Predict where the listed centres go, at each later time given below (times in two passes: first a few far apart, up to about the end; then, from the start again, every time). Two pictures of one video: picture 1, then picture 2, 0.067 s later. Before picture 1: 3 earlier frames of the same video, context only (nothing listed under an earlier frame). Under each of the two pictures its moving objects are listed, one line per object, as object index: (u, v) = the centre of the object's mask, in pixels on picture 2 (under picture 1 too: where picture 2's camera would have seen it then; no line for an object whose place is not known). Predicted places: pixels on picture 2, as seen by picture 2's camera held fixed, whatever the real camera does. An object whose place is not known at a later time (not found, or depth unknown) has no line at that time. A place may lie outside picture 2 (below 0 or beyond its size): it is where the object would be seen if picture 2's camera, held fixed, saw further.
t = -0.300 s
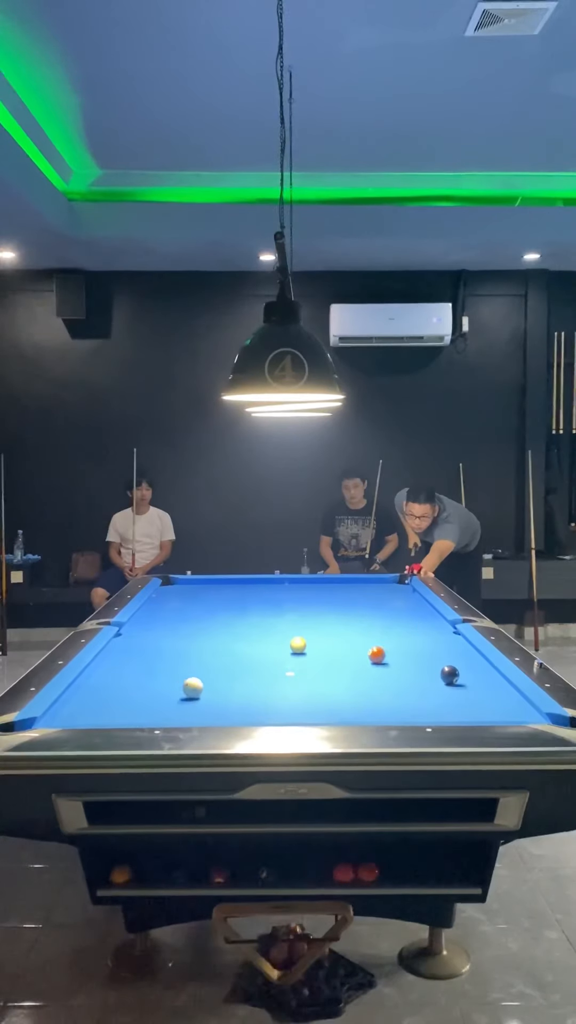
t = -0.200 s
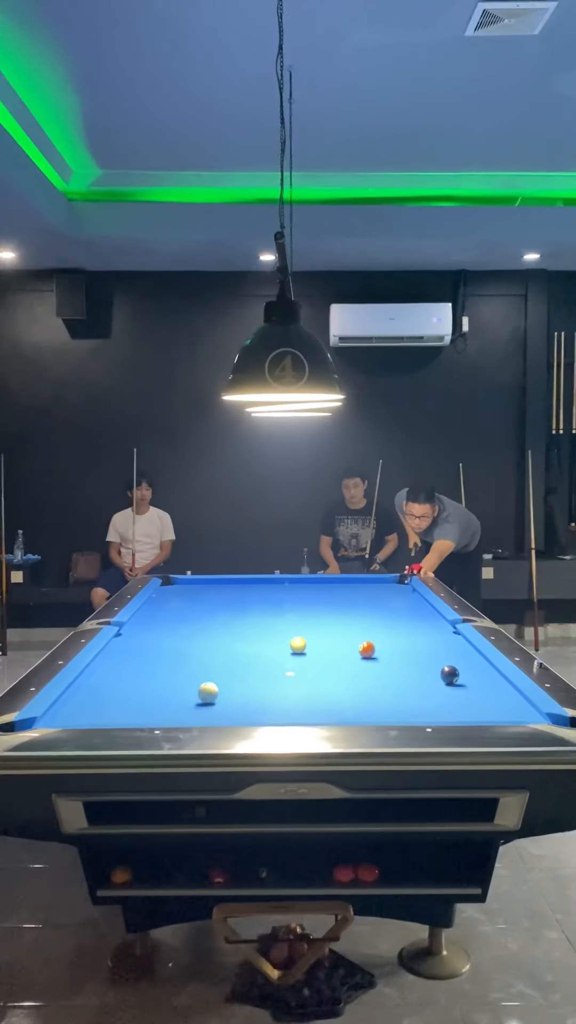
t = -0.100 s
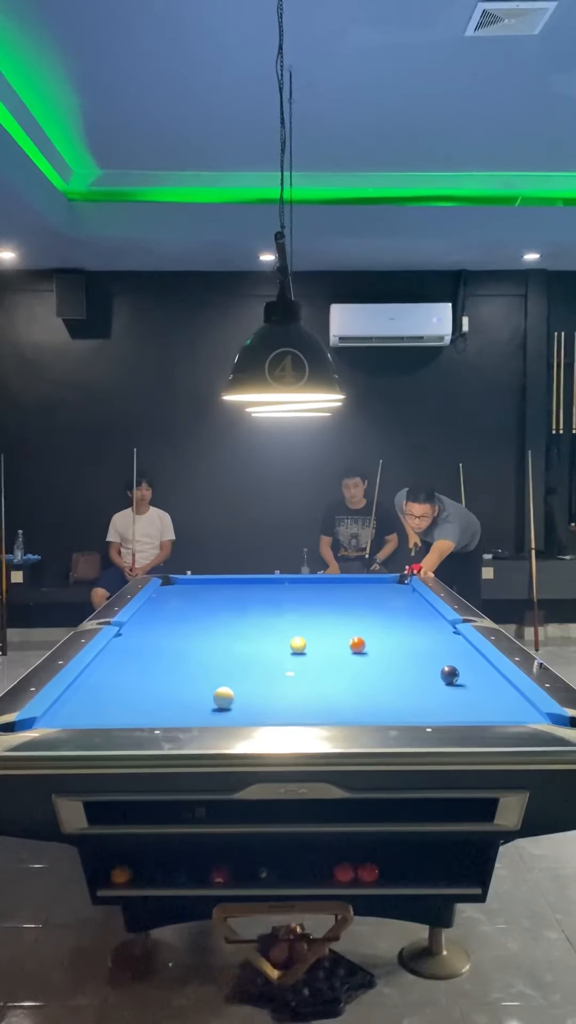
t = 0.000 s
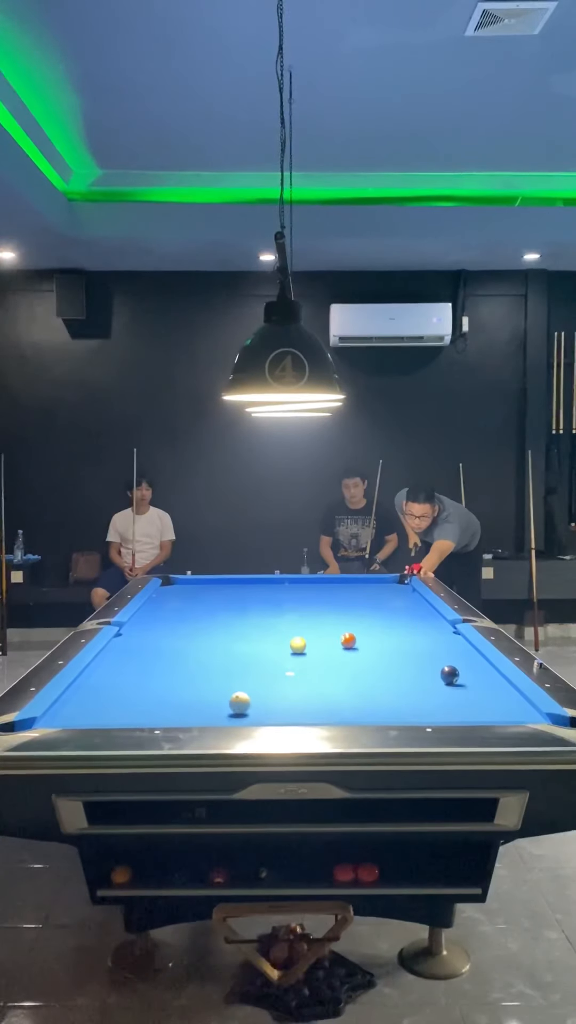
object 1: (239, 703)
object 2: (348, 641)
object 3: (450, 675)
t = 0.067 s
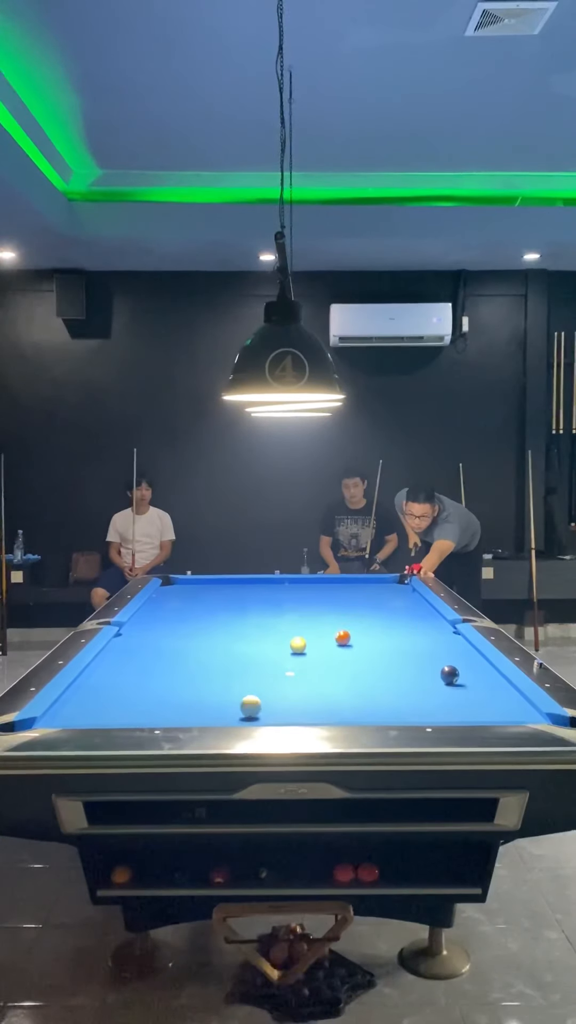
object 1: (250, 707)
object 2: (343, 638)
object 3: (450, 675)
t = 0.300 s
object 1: (291, 715)
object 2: (324, 628)
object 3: (450, 675)
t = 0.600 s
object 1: (341, 714)
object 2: (305, 618)
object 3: (450, 675)
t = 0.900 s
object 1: (385, 708)
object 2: (288, 610)
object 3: (450, 675)
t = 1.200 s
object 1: (424, 700)
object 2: (274, 603)
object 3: (450, 674)
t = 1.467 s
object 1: (454, 694)
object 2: (263, 597)
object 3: (450, 674)
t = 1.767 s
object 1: (485, 688)
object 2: (252, 591)
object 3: (450, 675)
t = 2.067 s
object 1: (494, 683)
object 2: (243, 586)
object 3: (450, 675)
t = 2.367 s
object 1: (474, 679)
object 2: (235, 582)
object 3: (450, 675)
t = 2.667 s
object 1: (465, 678)
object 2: (228, 581)
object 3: (444, 674)
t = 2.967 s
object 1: (464, 678)
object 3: (437, 673)
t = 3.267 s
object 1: (464, 678)
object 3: (433, 672)
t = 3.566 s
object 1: (465, 678)
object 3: (431, 672)
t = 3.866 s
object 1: (464, 678)
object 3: (431, 672)
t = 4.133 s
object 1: (464, 678)
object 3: (431, 671)
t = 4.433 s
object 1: (464, 678)
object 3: (431, 672)
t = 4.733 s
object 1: (464, 678)
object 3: (431, 672)
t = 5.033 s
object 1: (464, 678)
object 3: (431, 671)
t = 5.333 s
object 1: (464, 678)
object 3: (431, 671)
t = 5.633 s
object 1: (464, 678)
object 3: (431, 671)
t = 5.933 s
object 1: (464, 678)
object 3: (431, 671)
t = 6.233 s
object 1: (464, 678)
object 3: (431, 671)
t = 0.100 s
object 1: (256, 708)
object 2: (340, 636)
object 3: (450, 675)
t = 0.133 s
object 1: (262, 710)
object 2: (337, 635)
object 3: (450, 675)
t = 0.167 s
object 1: (268, 711)
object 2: (334, 634)
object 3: (450, 675)
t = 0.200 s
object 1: (273, 712)
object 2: (332, 632)
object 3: (450, 675)
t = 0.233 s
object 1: (279, 713)
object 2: (329, 631)
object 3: (450, 675)
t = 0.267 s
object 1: (285, 714)
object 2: (327, 630)
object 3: (450, 675)
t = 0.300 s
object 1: (291, 715)
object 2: (324, 628)
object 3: (450, 675)
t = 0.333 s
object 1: (297, 716)
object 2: (322, 627)
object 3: (450, 675)
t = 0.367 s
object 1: (303, 717)
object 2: (320, 626)
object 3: (450, 675)
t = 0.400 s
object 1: (309, 717)
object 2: (318, 625)
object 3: (450, 675)
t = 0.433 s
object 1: (314, 716)
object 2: (315, 624)
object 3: (450, 675)
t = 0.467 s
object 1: (320, 716)
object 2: (313, 623)
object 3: (450, 675)
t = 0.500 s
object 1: (325, 715)
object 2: (311, 622)
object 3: (450, 675)
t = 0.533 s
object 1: (331, 715)
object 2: (309, 621)
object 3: (450, 675)
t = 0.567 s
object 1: (336, 714)
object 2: (307, 619)
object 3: (450, 675)
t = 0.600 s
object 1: (341, 714)
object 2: (305, 618)
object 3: (450, 675)
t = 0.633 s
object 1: (346, 713)
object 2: (303, 618)
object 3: (450, 675)
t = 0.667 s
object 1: (351, 712)
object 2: (301, 616)
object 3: (450, 675)
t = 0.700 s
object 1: (356, 712)
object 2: (299, 616)
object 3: (449, 675)
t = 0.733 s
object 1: (361, 712)
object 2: (297, 614)
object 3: (449, 675)
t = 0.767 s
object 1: (366, 711)
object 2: (295, 614)
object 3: (449, 675)
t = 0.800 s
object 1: (371, 710)
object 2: (293, 613)
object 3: (450, 675)
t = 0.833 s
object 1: (376, 710)
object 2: (291, 612)
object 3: (450, 675)
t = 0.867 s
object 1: (380, 709)
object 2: (289, 611)
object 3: (450, 675)
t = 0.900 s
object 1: (385, 708)
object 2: (288, 610)
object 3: (450, 675)
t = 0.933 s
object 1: (389, 707)
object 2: (286, 609)
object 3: (450, 675)
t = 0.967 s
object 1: (394, 706)
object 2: (284, 608)
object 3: (450, 675)
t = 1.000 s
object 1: (398, 705)
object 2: (283, 607)
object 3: (450, 675)
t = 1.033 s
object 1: (402, 704)
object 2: (281, 607)
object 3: (450, 675)
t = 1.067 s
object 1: (407, 703)
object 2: (280, 606)
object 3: (450, 675)
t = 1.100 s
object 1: (411, 702)
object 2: (278, 605)
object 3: (450, 674)
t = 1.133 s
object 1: (415, 702)
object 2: (277, 604)
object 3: (450, 675)
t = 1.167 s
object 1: (419, 701)
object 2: (275, 603)
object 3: (450, 675)
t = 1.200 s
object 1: (424, 700)
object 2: (274, 603)
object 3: (450, 674)
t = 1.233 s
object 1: (428, 699)
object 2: (272, 602)
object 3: (450, 675)
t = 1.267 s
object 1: (432, 698)
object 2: (271, 601)
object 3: (450, 675)
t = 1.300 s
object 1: (436, 698)
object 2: (270, 600)
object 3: (450, 675)
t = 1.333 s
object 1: (439, 697)
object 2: (268, 600)
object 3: (450, 675)
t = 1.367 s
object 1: (443, 696)
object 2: (267, 599)
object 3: (450, 675)
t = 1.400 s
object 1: (447, 695)
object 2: (265, 598)
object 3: (450, 675)
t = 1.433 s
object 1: (451, 694)
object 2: (264, 598)
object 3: (450, 674)
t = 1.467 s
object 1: (454, 694)
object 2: (263, 597)
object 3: (450, 674)
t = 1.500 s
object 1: (458, 693)
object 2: (262, 596)
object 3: (449, 675)
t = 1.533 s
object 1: (462, 693)
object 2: (260, 596)
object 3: (450, 675)
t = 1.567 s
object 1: (465, 692)
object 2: (259, 595)
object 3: (450, 676)
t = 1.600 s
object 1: (469, 691)
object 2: (258, 594)
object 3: (450, 675)
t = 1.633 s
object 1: (472, 691)
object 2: (256, 594)
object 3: (450, 675)
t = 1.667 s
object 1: (476, 690)
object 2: (255, 593)
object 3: (450, 675)
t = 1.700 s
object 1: (479, 689)
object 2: (254, 592)
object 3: (450, 675)
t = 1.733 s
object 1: (482, 689)
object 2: (253, 592)
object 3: (450, 675)
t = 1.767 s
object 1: (485, 688)
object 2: (252, 591)
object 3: (450, 675)
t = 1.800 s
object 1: (489, 688)
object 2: (251, 591)
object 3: (450, 675)
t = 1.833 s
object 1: (492, 687)
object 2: (250, 590)
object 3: (450, 675)
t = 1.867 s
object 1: (495, 686)
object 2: (249, 589)
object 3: (449, 675)
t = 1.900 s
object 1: (498, 685)
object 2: (248, 589)
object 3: (450, 674)
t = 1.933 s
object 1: (501, 685)
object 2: (246, 588)
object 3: (450, 675)
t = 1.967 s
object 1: (502, 684)
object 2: (245, 588)
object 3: (450, 675)
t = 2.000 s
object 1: (499, 683)
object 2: (245, 587)
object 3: (449, 675)
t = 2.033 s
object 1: (496, 683)
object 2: (244, 587)
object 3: (450, 675)
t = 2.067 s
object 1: (494, 683)
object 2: (243, 586)
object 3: (450, 675)
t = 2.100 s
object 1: (491, 682)
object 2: (242, 586)
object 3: (450, 675)
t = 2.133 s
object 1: (489, 682)
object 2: (241, 585)
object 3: (450, 675)
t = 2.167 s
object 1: (487, 682)
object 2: (240, 585)
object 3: (450, 675)
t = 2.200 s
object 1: (484, 681)
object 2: (239, 584)
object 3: (450, 675)
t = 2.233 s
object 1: (483, 681)
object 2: (238, 583)
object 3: (450, 675)
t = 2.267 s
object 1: (480, 680)
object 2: (237, 583)
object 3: (450, 675)
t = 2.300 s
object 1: (478, 680)
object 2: (236, 583)
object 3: (450, 674)
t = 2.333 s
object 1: (476, 679)
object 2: (236, 582)
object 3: (450, 675)
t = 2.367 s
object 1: (474, 679)
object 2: (235, 582)
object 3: (450, 675)
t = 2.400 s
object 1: (472, 679)
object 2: (234, 581)
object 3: (450, 675)
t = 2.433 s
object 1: (469, 678)
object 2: (233, 581)
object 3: (449, 675)
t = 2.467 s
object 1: (467, 678)
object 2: (232, 581)
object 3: (449, 675)
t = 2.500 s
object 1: (466, 678)
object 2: (231, 580)
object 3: (449, 675)
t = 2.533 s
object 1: (466, 678)
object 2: (230, 581)
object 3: (448, 675)
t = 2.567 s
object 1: (465, 678)
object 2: (230, 581)
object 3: (447, 674)
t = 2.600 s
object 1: (465, 678)
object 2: (229, 581)
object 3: (446, 674)
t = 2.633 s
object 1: (465, 678)
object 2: (229, 581)
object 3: (445, 674)
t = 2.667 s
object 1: (465, 678)
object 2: (228, 581)
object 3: (444, 674)
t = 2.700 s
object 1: (465, 678)
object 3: (443, 674)
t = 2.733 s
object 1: (465, 678)
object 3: (442, 673)
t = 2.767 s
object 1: (464, 677)
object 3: (441, 673)
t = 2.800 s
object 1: (464, 678)
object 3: (440, 673)
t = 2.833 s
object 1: (464, 678)
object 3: (439, 673)
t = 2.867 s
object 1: (464, 678)
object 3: (439, 673)
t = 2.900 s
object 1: (464, 678)
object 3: (438, 673)
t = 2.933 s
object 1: (464, 677)
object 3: (437, 673)
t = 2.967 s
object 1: (464, 678)
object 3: (437, 673)
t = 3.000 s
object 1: (464, 677)
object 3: (436, 672)
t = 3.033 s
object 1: (464, 678)
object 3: (435, 672)
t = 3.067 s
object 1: (464, 678)
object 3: (435, 672)
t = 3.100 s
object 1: (464, 677)
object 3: (434, 672)
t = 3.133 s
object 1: (464, 678)
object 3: (434, 672)
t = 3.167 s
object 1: (464, 678)
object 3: (434, 672)
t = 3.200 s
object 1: (464, 678)
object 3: (433, 672)
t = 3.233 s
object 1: (464, 678)
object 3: (433, 672)
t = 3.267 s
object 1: (464, 678)
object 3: (433, 672)
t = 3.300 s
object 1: (464, 678)
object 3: (432, 672)
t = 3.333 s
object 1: (464, 678)
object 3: (432, 672)
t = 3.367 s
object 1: (464, 678)
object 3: (432, 672)
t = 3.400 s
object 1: (464, 678)
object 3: (432, 672)
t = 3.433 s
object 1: (464, 678)
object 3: (431, 672)
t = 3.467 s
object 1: (464, 678)
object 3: (431, 671)
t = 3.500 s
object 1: (465, 678)
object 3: (431, 671)
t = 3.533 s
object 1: (465, 678)
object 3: (431, 671)
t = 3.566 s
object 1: (465, 678)
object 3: (431, 672)
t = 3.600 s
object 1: (465, 678)
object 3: (431, 671)
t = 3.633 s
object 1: (464, 678)
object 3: (431, 672)
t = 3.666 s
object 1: (464, 678)
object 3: (431, 671)
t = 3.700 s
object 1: (464, 678)
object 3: (431, 671)
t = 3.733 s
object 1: (464, 678)
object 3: (431, 672)
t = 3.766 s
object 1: (465, 678)
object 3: (431, 672)
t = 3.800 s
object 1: (464, 678)
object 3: (431, 672)
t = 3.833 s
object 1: (465, 678)
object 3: (431, 672)
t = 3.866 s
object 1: (464, 678)
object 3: (431, 672)
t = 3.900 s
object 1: (464, 678)
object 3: (431, 672)
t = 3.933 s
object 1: (464, 678)
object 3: (431, 671)
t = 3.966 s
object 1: (464, 678)
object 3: (431, 671)
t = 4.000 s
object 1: (464, 678)
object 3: (431, 671)
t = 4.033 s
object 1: (464, 678)
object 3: (431, 671)
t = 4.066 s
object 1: (464, 678)
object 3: (431, 671)
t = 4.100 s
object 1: (464, 678)
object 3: (431, 672)
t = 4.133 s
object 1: (464, 678)
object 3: (431, 671)
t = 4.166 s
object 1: (464, 678)
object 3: (431, 671)
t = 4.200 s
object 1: (464, 678)
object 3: (431, 672)
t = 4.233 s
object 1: (464, 678)
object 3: (431, 672)
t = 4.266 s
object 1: (464, 678)
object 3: (431, 671)
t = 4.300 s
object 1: (464, 678)
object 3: (431, 671)
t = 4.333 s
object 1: (464, 678)
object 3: (431, 672)
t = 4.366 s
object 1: (464, 678)
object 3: (431, 671)
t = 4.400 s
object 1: (464, 678)
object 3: (431, 672)
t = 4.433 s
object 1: (464, 678)
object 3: (431, 672)
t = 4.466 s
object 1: (464, 678)
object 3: (431, 672)
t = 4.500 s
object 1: (464, 678)
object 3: (431, 672)
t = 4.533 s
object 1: (464, 678)
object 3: (431, 672)
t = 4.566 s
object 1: (464, 678)
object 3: (431, 672)
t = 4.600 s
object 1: (464, 678)
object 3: (431, 671)
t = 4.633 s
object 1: (464, 678)
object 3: (431, 672)
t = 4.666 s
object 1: (464, 678)
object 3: (431, 671)
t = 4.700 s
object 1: (464, 678)
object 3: (431, 671)
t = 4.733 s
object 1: (464, 678)
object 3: (431, 672)
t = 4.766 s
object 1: (464, 678)
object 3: (431, 672)
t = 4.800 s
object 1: (464, 678)
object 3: (431, 671)
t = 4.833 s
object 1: (464, 678)
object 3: (431, 672)
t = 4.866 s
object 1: (464, 678)
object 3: (431, 672)
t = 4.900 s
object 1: (464, 678)
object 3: (431, 672)
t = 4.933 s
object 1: (464, 678)
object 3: (431, 671)
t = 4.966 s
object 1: (465, 678)
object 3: (431, 672)
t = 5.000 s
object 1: (464, 678)
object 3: (431, 672)
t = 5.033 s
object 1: (464, 678)
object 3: (431, 671)
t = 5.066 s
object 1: (465, 678)
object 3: (431, 671)
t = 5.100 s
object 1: (465, 678)
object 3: (431, 672)
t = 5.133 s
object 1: (464, 678)
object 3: (431, 671)
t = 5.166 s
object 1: (464, 678)
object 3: (431, 671)
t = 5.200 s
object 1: (464, 678)
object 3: (431, 671)
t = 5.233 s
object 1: (464, 678)
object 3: (431, 671)
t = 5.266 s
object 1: (464, 678)
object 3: (431, 671)
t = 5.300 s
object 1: (464, 678)
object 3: (431, 671)
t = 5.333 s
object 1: (464, 678)
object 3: (431, 671)
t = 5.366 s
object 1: (464, 678)
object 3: (431, 671)
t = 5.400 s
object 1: (464, 678)
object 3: (431, 671)
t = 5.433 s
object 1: (464, 678)
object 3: (431, 671)
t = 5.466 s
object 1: (464, 678)
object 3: (431, 671)
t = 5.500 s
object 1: (464, 678)
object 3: (431, 671)
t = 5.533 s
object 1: (464, 678)
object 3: (431, 671)
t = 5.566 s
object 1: (464, 678)
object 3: (431, 671)
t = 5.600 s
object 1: (464, 678)
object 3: (431, 671)
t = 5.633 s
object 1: (464, 678)
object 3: (431, 671)
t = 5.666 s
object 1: (464, 678)
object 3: (431, 671)
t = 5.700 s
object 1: (464, 678)
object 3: (431, 671)
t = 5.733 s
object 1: (464, 678)
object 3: (431, 671)
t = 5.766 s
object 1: (464, 678)
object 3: (431, 671)
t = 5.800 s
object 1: (464, 678)
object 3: (431, 671)
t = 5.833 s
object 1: (464, 678)
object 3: (431, 671)
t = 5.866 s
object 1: (464, 678)
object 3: (431, 671)
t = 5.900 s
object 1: (464, 678)
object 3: (431, 671)
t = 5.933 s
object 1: (464, 678)
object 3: (431, 671)
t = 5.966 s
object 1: (464, 678)
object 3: (431, 671)
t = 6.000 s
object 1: (464, 678)
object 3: (431, 671)
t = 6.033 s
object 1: (464, 678)
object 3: (431, 671)
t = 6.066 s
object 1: (464, 678)
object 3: (431, 671)
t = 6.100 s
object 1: (464, 678)
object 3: (431, 671)
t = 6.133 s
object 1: (464, 678)
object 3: (431, 671)
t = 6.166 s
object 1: (464, 678)
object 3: (431, 671)
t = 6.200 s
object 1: (464, 678)
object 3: (431, 671)
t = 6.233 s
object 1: (464, 678)
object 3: (431, 671)
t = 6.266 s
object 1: (464, 678)
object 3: (431, 671)
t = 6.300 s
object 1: (464, 678)
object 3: (431, 671)
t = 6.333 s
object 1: (464, 678)
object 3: (431, 671)
